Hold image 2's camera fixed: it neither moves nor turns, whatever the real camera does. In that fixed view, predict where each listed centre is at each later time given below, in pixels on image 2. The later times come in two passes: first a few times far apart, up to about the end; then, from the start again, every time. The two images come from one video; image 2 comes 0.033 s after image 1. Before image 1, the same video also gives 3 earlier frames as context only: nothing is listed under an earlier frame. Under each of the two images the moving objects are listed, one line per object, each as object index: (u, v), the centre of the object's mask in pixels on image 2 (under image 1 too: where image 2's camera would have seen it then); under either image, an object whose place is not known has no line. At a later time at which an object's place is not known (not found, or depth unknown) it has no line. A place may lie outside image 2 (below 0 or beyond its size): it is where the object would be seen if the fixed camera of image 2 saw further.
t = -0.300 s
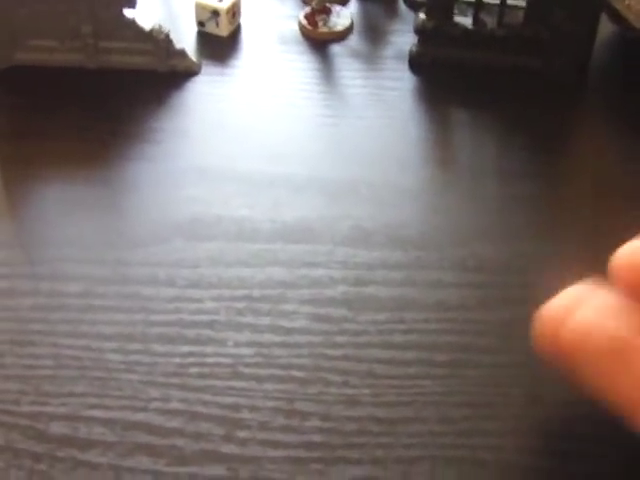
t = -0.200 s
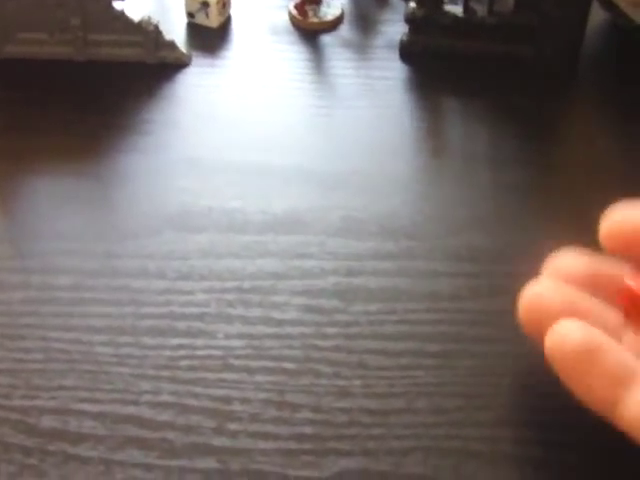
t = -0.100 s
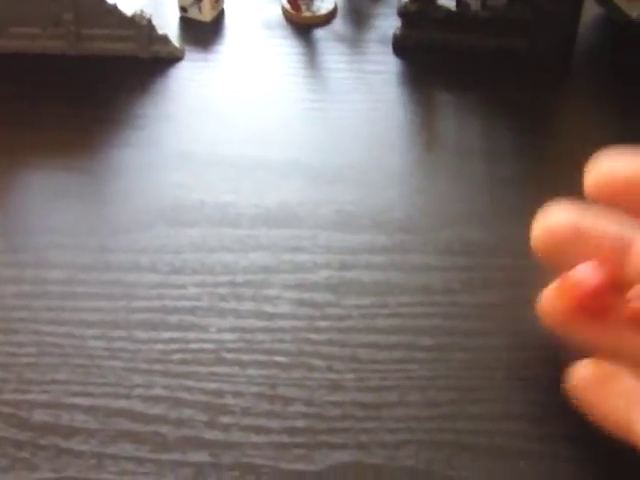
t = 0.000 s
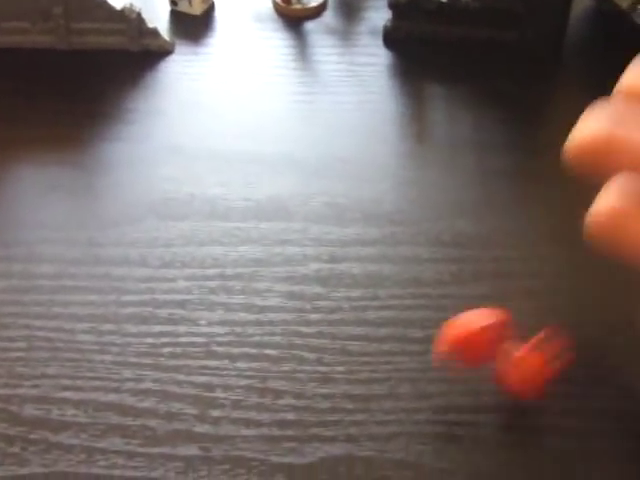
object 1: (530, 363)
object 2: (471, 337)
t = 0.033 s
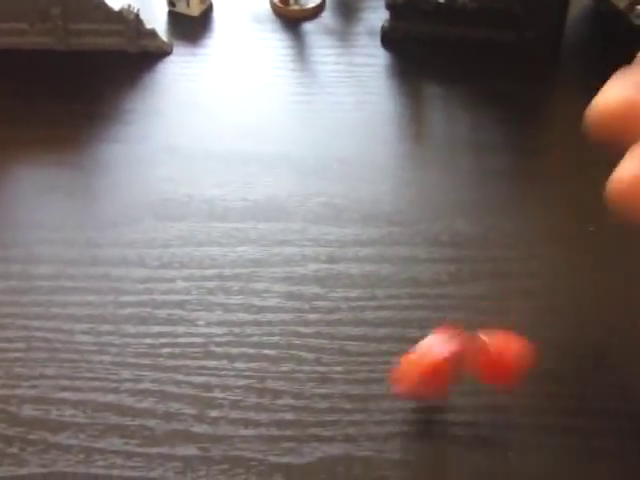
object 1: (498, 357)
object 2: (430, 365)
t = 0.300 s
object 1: (279, 404)
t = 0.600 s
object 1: (186, 397)
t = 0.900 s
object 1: (187, 397)
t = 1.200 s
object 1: (186, 397)
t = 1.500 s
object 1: (186, 397)
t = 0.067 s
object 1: (468, 361)
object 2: (393, 376)
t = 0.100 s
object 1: (437, 383)
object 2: (354, 387)
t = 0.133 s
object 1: (407, 384)
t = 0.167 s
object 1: (379, 390)
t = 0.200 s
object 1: (352, 398)
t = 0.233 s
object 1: (327, 403)
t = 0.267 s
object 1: (301, 403)
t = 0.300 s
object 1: (279, 404)
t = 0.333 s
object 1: (258, 402)
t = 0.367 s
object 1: (237, 402)
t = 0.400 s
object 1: (220, 401)
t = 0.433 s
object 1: (204, 400)
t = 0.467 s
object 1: (194, 400)
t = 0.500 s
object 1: (187, 399)
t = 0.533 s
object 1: (186, 397)
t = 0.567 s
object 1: (186, 397)
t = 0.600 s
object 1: (186, 397)
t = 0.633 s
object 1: (186, 397)
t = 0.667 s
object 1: (186, 397)
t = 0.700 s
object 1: (186, 398)
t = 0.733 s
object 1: (187, 398)
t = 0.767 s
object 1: (187, 398)
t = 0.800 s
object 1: (187, 397)
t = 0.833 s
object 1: (187, 397)
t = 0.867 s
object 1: (187, 397)
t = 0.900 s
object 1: (187, 397)
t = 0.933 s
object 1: (187, 397)
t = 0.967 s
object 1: (187, 396)
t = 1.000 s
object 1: (187, 397)
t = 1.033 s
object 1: (187, 397)
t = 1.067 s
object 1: (187, 397)
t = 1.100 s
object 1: (186, 396)
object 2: (32, 493)
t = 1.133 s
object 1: (186, 396)
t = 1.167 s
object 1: (187, 397)
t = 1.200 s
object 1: (186, 397)
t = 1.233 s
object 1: (186, 397)
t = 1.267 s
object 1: (186, 397)
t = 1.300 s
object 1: (186, 397)
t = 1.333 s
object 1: (186, 397)
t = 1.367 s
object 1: (186, 397)
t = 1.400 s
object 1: (186, 397)
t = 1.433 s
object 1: (186, 397)
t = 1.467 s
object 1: (186, 397)
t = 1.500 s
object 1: (186, 397)
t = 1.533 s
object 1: (186, 397)
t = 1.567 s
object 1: (187, 396)
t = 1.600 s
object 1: (187, 394)
